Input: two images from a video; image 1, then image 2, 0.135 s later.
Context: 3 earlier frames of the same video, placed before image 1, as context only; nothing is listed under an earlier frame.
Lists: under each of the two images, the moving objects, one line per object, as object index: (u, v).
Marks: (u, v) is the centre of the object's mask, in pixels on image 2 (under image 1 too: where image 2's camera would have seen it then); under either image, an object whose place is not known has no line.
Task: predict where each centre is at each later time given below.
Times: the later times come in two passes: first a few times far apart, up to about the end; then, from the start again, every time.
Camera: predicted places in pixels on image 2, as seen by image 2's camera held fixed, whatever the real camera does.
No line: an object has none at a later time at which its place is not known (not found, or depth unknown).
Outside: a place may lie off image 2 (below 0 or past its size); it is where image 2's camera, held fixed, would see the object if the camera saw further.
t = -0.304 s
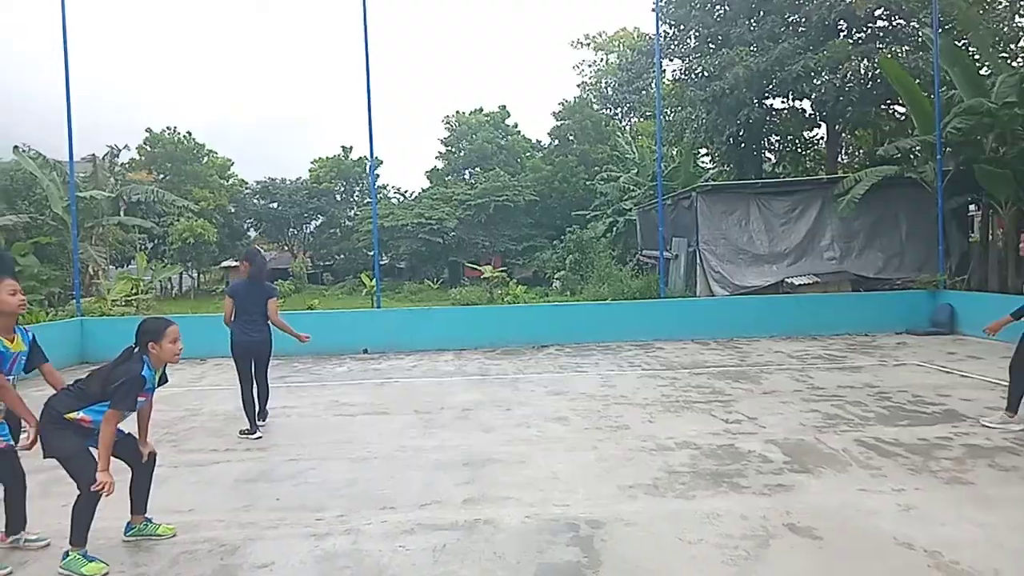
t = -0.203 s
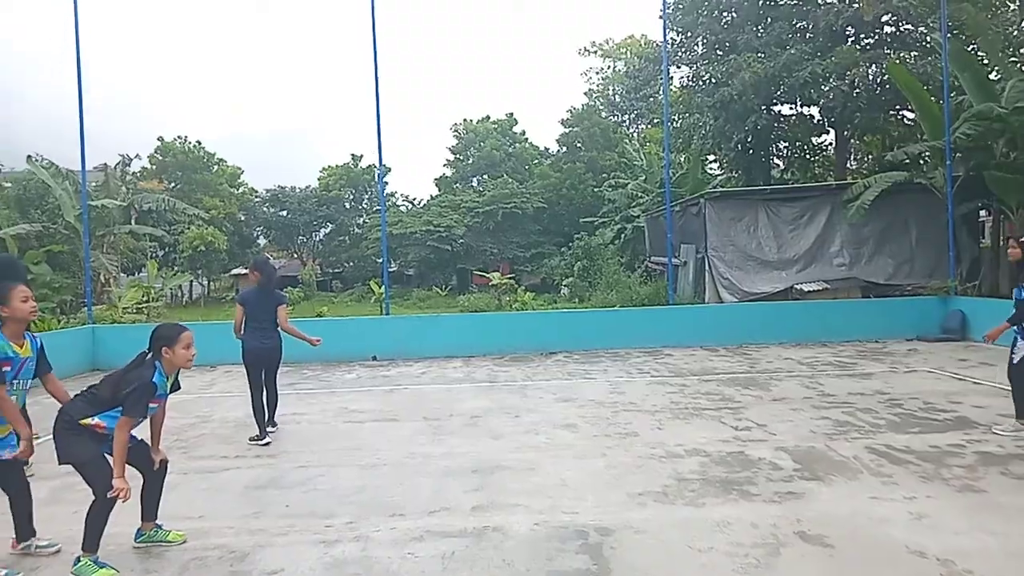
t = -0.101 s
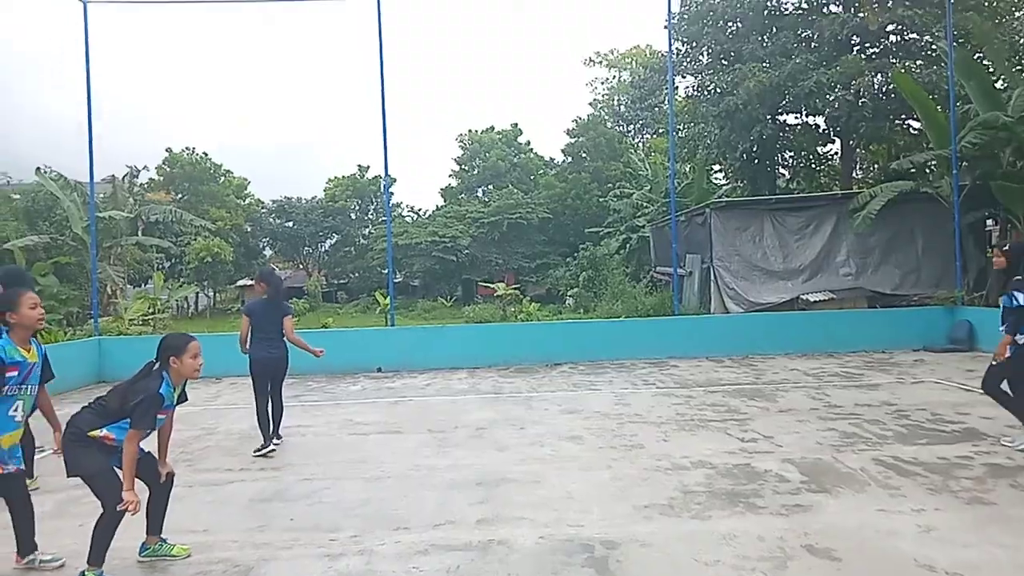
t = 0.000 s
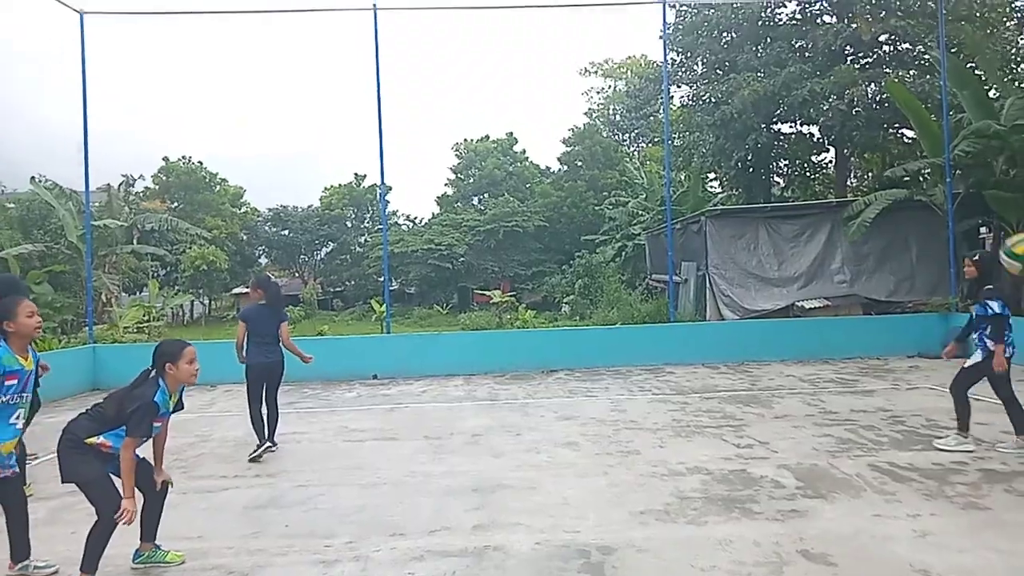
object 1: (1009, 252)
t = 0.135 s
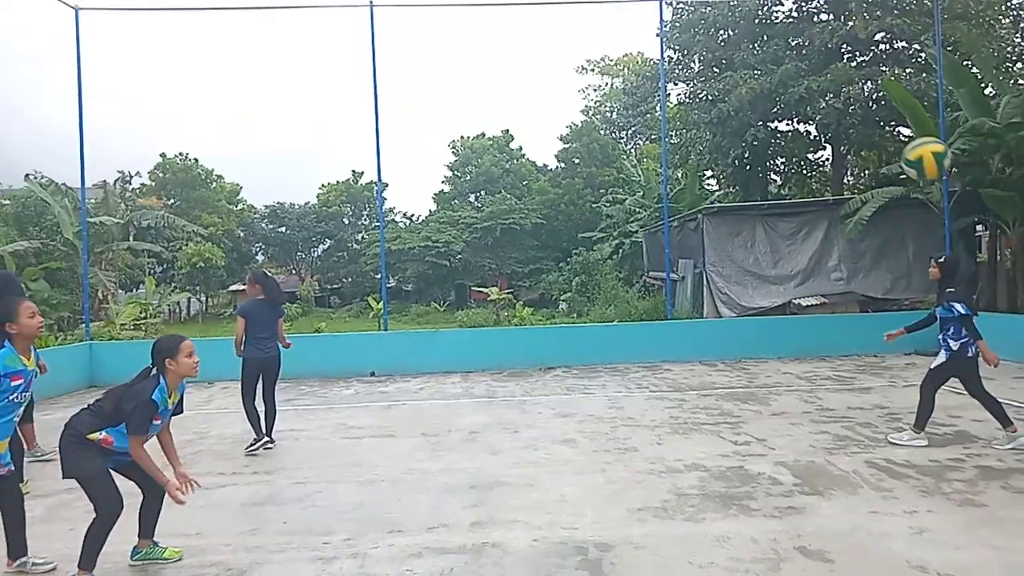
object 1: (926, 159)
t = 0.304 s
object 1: (810, 89)
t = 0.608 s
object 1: (607, 106)
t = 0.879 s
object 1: (438, 283)
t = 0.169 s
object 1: (903, 141)
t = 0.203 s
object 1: (879, 126)
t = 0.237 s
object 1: (856, 111)
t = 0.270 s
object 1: (833, 99)
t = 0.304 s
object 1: (810, 89)
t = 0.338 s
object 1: (787, 82)
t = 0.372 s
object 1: (765, 76)
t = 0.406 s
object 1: (742, 73)
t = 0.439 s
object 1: (719, 73)
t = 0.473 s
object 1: (697, 75)
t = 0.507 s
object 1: (674, 79)
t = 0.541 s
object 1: (651, 85)
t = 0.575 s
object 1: (630, 94)
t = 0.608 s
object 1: (607, 106)
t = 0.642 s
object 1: (586, 120)
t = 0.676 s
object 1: (564, 137)
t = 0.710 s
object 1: (543, 154)
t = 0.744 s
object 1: (520, 175)
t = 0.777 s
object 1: (500, 198)
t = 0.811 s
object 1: (479, 225)
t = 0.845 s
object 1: (458, 253)
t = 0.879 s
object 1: (438, 283)
